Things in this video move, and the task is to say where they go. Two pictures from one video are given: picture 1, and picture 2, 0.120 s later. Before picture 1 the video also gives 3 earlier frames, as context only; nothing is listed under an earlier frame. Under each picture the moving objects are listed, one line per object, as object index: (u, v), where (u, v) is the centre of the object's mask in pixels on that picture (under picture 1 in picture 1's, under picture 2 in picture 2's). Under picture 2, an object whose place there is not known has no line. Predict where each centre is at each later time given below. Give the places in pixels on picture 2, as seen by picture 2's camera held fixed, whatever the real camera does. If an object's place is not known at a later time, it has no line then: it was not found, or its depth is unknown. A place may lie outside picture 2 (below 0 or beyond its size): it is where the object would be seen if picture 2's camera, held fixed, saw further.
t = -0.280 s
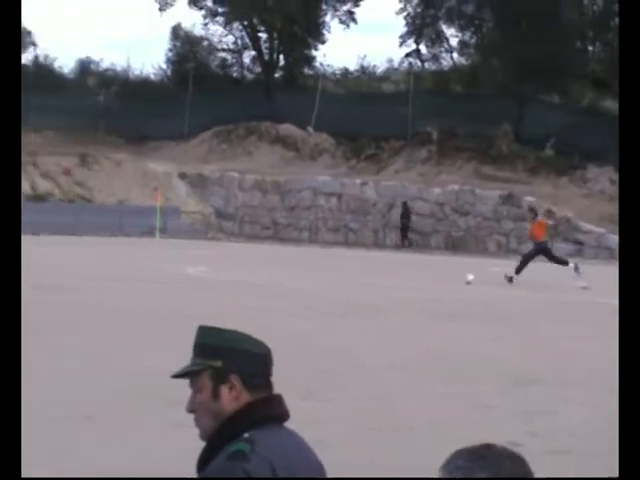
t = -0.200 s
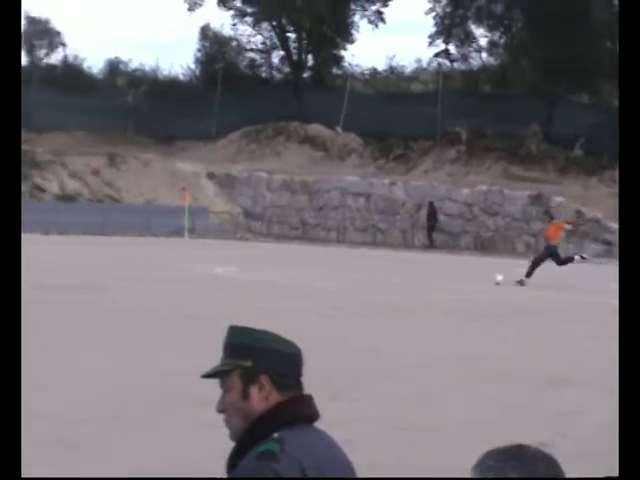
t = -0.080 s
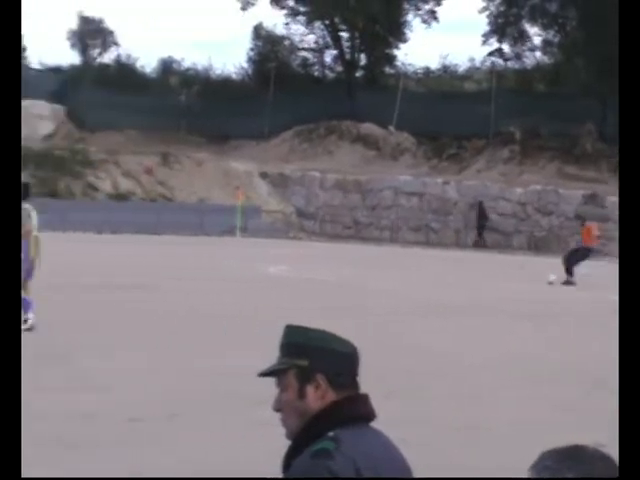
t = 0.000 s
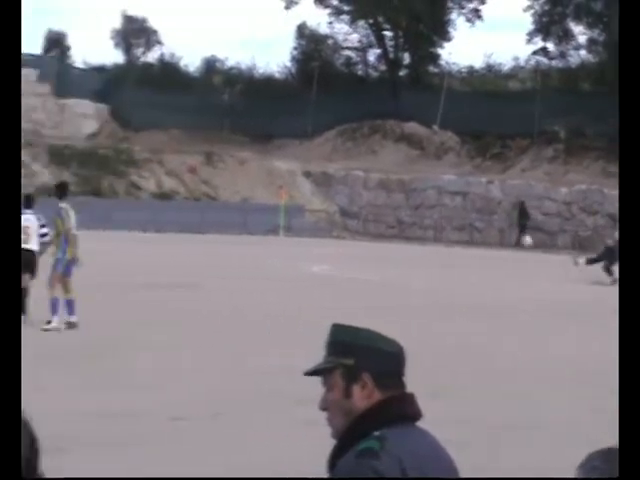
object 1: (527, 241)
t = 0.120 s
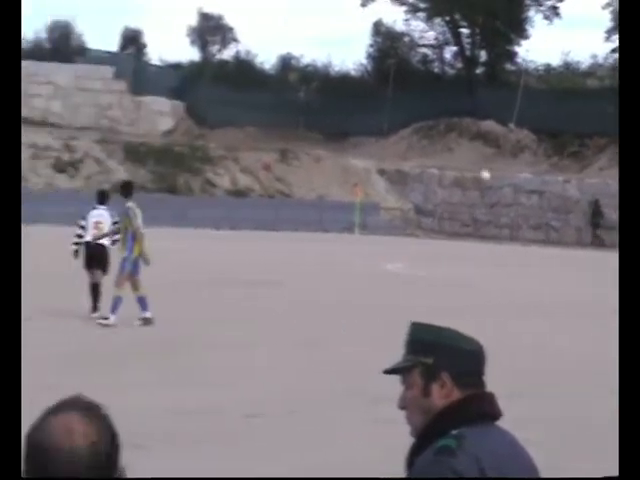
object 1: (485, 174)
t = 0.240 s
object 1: (372, 116)
